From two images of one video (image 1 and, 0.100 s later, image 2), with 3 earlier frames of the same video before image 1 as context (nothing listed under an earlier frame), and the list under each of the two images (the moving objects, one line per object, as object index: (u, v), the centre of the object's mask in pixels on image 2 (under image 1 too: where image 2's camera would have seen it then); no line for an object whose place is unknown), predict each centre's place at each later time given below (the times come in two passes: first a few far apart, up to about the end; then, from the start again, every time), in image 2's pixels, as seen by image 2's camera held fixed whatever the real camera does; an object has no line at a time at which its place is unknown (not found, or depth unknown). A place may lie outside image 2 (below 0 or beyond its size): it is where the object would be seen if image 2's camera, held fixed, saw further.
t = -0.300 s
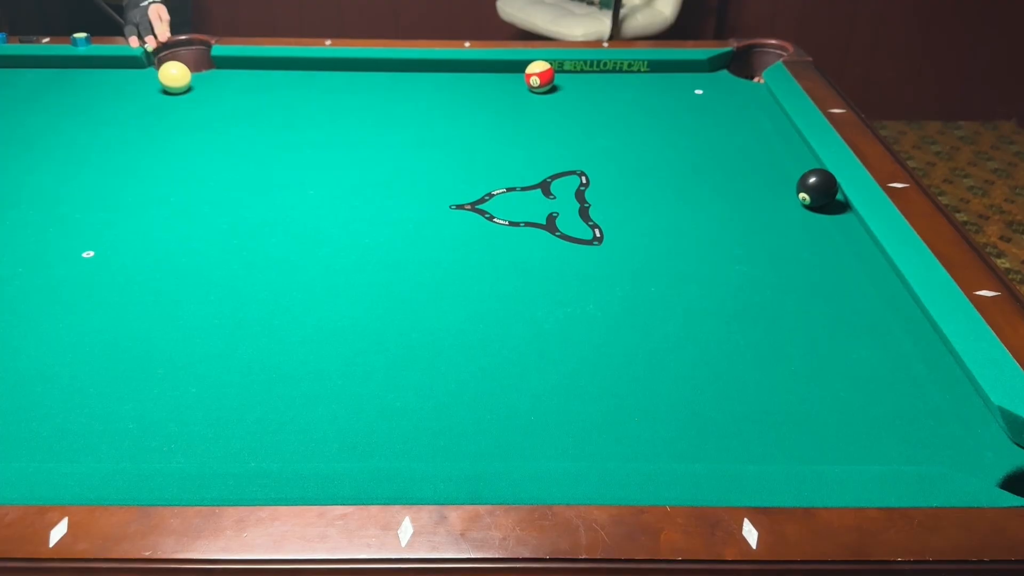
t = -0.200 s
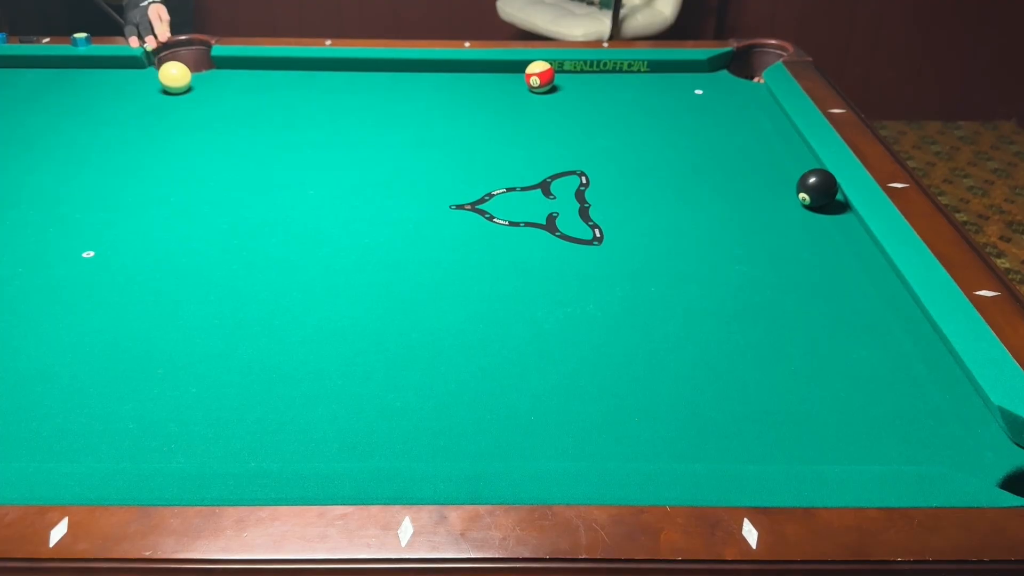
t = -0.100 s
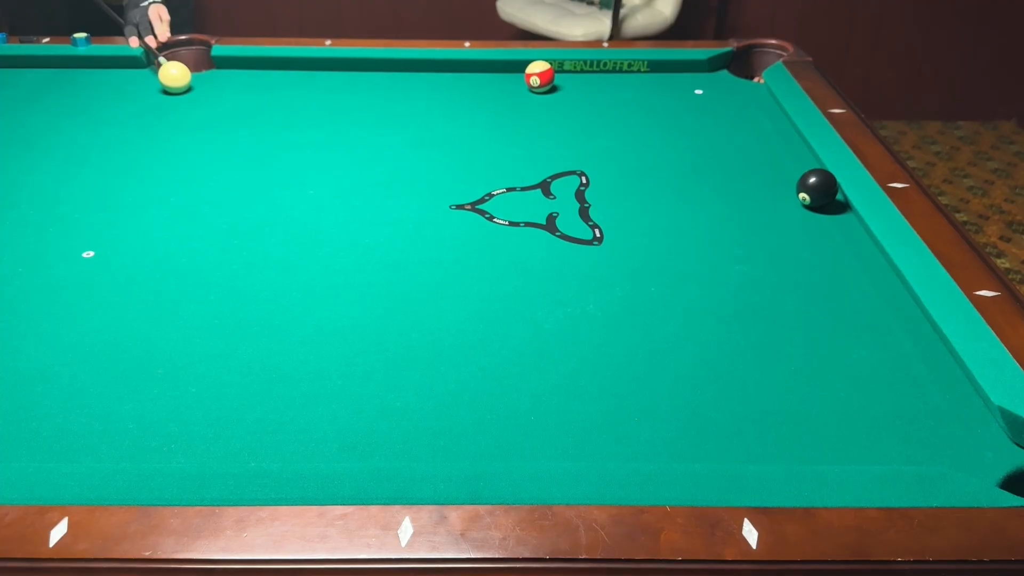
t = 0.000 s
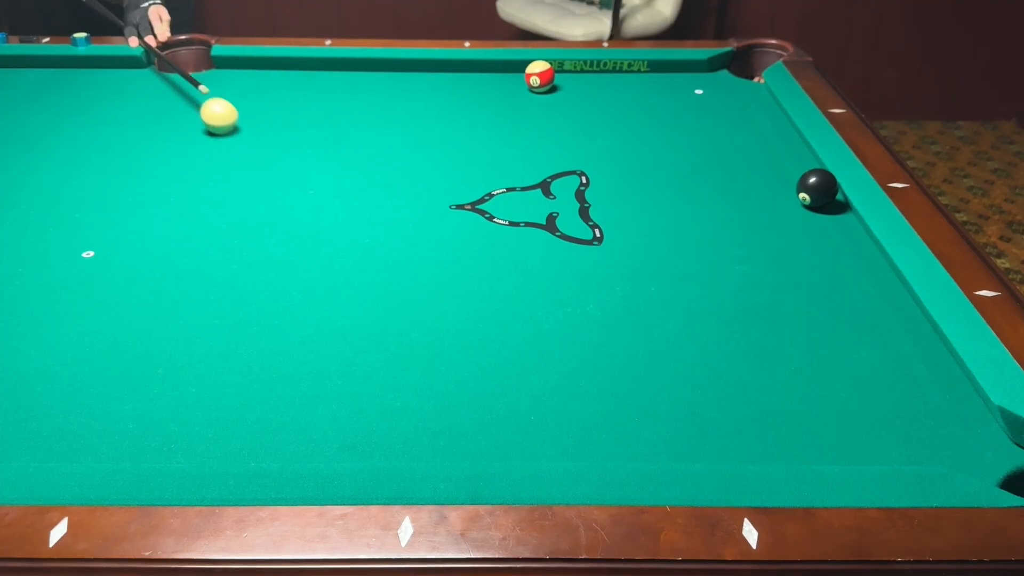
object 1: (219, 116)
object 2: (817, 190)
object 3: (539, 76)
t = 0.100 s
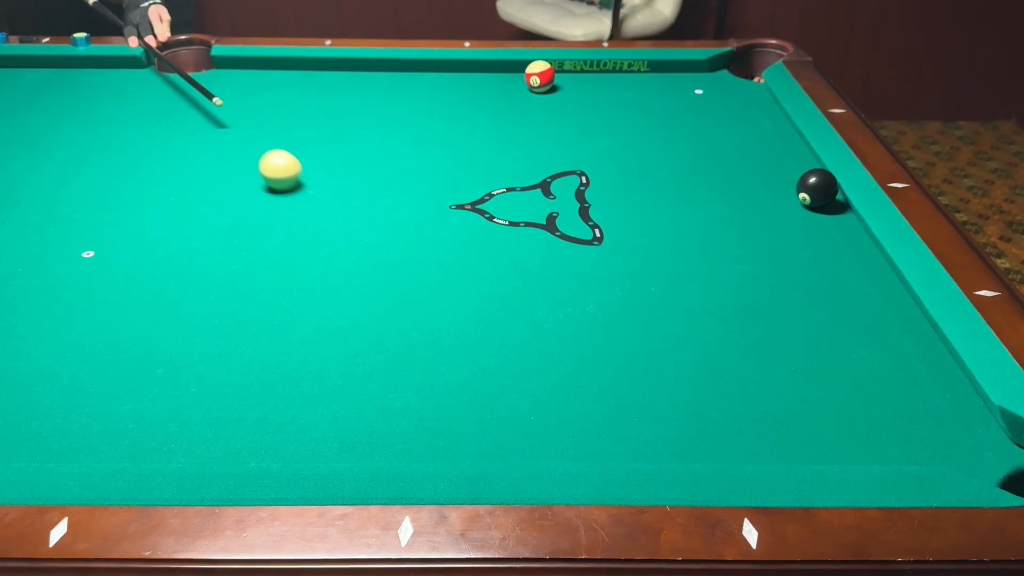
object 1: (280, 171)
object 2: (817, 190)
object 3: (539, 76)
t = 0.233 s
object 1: (389, 266)
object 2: (817, 190)
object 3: (539, 76)
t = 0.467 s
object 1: (649, 385)
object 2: (817, 190)
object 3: (540, 76)
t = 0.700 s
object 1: (772, 252)
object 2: (817, 190)
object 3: (539, 76)
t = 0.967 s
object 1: (781, 192)
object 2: (797, 157)
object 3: (539, 76)
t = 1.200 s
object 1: (708, 163)
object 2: (767, 122)
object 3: (540, 76)
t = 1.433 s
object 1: (646, 137)
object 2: (744, 92)
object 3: (539, 76)
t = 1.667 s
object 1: (594, 115)
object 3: (540, 76)
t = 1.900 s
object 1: (549, 96)
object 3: (538, 73)
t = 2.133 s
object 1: (508, 81)
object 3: (541, 75)
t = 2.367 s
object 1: (468, 69)
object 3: (545, 72)
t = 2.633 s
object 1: (432, 70)
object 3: (548, 70)
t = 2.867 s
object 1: (403, 75)
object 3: (550, 69)
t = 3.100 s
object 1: (377, 80)
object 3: (549, 69)
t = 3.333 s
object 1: (351, 85)
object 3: (549, 69)
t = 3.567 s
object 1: (327, 89)
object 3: (549, 69)
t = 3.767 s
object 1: (309, 92)
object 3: (549, 69)
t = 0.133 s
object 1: (304, 192)
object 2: (817, 190)
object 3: (539, 76)
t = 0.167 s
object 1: (330, 215)
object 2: (817, 190)
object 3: (539, 76)
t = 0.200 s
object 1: (359, 239)
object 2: (817, 190)
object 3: (539, 76)
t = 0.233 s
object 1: (389, 266)
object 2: (817, 190)
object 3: (539, 76)
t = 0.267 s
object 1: (423, 296)
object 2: (817, 190)
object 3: (539, 76)
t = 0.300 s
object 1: (461, 329)
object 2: (817, 190)
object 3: (539, 76)
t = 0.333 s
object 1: (503, 366)
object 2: (817, 190)
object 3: (539, 76)
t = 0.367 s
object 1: (550, 408)
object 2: (817, 190)
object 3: (540, 76)
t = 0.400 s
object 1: (603, 442)
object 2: (817, 190)
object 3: (539, 76)
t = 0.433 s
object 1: (628, 416)
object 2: (817, 190)
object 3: (540, 76)
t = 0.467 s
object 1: (649, 385)
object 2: (817, 190)
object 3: (540, 76)
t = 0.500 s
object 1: (668, 358)
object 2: (817, 190)
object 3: (540, 76)
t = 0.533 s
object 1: (687, 334)
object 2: (817, 190)
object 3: (539, 76)
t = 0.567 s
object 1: (705, 314)
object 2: (817, 190)
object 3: (539, 76)
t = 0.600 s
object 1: (722, 296)
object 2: (817, 190)
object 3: (539, 76)
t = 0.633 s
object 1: (739, 279)
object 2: (817, 190)
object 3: (539, 76)
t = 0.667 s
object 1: (756, 265)
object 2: (817, 190)
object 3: (539, 76)
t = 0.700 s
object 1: (772, 252)
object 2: (817, 190)
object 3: (539, 76)
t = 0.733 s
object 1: (787, 240)
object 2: (817, 190)
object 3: (539, 76)
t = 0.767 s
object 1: (802, 228)
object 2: (817, 189)
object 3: (539, 76)
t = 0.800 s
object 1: (816, 216)
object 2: (817, 184)
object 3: (540, 76)
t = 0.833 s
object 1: (829, 206)
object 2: (813, 182)
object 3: (540, 76)
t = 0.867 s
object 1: (821, 204)
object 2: (811, 175)
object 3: (540, 76)
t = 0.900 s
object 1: (807, 200)
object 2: (808, 168)
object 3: (539, 76)
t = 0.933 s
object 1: (793, 196)
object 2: (802, 163)
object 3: (539, 76)
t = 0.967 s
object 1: (781, 192)
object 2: (797, 157)
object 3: (539, 76)
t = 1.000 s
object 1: (769, 188)
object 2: (792, 153)
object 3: (539, 76)
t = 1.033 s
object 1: (758, 183)
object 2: (787, 147)
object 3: (539, 76)
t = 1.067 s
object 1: (748, 179)
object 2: (783, 142)
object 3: (539, 76)
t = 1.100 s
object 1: (737, 175)
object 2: (779, 137)
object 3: (539, 76)
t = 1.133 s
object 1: (727, 171)
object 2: (775, 132)
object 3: (539, 76)
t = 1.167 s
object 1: (717, 167)
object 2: (771, 127)
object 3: (539, 76)
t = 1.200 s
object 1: (708, 163)
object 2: (767, 122)
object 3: (540, 76)
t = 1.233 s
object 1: (698, 159)
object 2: (764, 118)
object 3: (539, 76)
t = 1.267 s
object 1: (689, 155)
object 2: (760, 113)
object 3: (539, 76)
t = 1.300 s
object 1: (680, 151)
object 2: (757, 108)
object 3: (540, 76)
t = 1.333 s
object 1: (671, 148)
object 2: (753, 104)
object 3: (540, 76)
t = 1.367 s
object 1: (662, 144)
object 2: (750, 100)
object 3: (540, 76)
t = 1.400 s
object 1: (654, 141)
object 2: (747, 96)
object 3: (540, 76)
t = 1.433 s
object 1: (646, 137)
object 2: (744, 92)
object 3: (539, 76)
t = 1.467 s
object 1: (638, 134)
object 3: (539, 76)
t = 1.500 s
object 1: (630, 131)
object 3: (539, 76)
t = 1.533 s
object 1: (623, 128)
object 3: (539, 76)
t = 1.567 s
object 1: (615, 125)
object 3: (540, 76)
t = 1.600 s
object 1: (608, 121)
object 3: (539, 76)
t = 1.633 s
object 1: (601, 118)
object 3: (540, 76)
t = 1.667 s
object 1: (594, 115)
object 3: (540, 76)
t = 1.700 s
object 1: (587, 113)
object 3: (539, 76)
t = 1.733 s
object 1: (580, 110)
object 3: (540, 76)
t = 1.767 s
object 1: (574, 107)
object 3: (540, 76)
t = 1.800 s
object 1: (567, 104)
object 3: (540, 76)
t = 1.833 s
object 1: (561, 101)
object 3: (539, 76)
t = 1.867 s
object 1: (555, 99)
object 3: (539, 75)
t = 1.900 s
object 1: (549, 96)
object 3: (538, 73)
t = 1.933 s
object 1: (543, 93)
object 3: (539, 71)
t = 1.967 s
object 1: (537, 91)
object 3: (540, 70)
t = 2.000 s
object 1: (531, 89)
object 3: (542, 71)
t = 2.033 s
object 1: (526, 87)
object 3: (543, 73)
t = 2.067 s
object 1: (520, 84)
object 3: (542, 74)
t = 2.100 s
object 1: (514, 82)
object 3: (541, 75)
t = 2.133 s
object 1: (508, 81)
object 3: (541, 75)
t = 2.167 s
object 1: (502, 79)
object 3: (542, 74)
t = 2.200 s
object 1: (496, 77)
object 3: (543, 74)
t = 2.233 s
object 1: (490, 76)
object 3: (543, 74)
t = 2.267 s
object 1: (484, 74)
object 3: (544, 73)
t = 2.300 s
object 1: (479, 72)
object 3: (544, 73)
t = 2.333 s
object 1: (473, 71)
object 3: (545, 73)
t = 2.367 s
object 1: (468, 69)
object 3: (545, 72)
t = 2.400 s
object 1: (463, 68)
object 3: (546, 72)
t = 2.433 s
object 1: (457, 66)
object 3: (546, 72)
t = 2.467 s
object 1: (453, 67)
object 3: (546, 71)
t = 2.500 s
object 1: (449, 67)
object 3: (547, 71)
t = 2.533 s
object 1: (444, 68)
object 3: (547, 71)
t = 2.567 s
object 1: (440, 69)
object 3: (547, 71)
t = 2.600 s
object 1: (436, 70)
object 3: (548, 70)
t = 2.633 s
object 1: (432, 70)
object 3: (548, 70)
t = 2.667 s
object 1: (428, 71)
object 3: (548, 70)
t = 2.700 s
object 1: (423, 72)
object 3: (549, 70)
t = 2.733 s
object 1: (419, 72)
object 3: (549, 70)
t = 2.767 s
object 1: (415, 73)
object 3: (549, 70)
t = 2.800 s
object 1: (411, 74)
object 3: (549, 70)
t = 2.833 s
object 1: (407, 75)
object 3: (550, 70)
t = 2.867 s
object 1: (403, 75)
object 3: (550, 69)
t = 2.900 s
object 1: (399, 76)
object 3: (550, 69)
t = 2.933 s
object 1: (395, 77)
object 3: (550, 69)
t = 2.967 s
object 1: (392, 77)
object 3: (550, 69)
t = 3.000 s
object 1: (388, 78)
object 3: (550, 69)
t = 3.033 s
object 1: (384, 79)
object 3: (550, 69)
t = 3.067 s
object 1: (380, 79)
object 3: (550, 69)
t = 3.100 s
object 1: (377, 80)
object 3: (549, 69)
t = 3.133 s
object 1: (373, 81)
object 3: (549, 69)
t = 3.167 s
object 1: (369, 82)
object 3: (549, 69)
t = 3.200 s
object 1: (365, 82)
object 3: (549, 69)
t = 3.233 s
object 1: (361, 83)
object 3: (549, 69)
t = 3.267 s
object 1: (358, 83)
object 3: (549, 69)
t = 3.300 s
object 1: (354, 84)
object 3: (549, 69)
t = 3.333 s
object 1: (351, 85)
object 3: (549, 69)
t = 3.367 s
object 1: (347, 85)
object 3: (549, 69)
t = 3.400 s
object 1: (344, 86)
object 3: (549, 69)
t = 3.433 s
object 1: (341, 87)
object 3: (549, 69)
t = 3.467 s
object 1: (337, 87)
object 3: (549, 69)
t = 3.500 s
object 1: (334, 88)
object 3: (549, 69)
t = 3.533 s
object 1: (331, 88)
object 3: (549, 69)
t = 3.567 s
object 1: (327, 89)
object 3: (549, 69)
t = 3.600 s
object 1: (324, 89)
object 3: (549, 69)
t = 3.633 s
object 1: (321, 90)
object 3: (549, 69)
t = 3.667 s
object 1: (318, 90)
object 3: (549, 69)
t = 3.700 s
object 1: (315, 91)
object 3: (549, 69)
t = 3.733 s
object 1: (312, 92)
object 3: (549, 69)
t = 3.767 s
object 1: (309, 92)
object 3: (549, 69)
